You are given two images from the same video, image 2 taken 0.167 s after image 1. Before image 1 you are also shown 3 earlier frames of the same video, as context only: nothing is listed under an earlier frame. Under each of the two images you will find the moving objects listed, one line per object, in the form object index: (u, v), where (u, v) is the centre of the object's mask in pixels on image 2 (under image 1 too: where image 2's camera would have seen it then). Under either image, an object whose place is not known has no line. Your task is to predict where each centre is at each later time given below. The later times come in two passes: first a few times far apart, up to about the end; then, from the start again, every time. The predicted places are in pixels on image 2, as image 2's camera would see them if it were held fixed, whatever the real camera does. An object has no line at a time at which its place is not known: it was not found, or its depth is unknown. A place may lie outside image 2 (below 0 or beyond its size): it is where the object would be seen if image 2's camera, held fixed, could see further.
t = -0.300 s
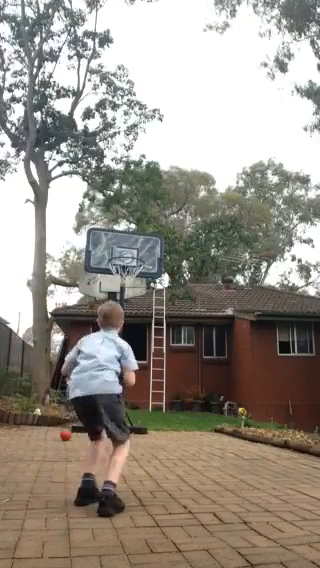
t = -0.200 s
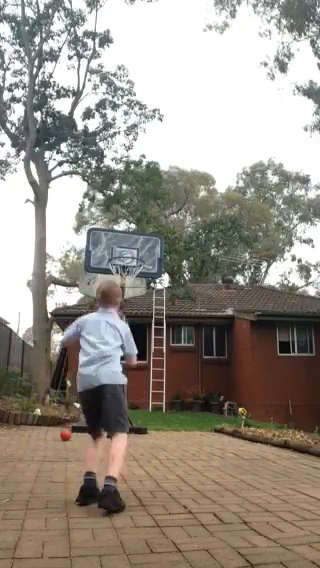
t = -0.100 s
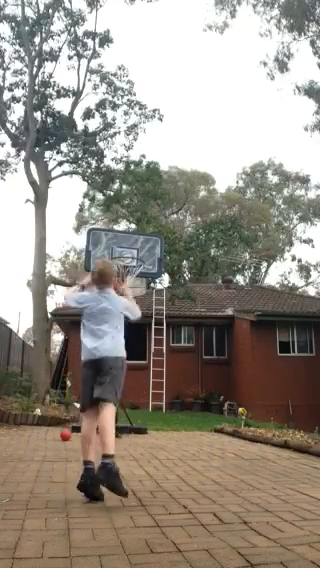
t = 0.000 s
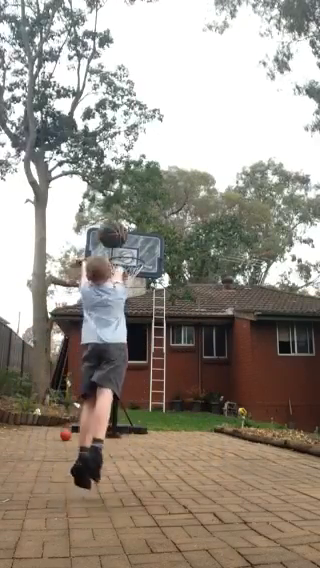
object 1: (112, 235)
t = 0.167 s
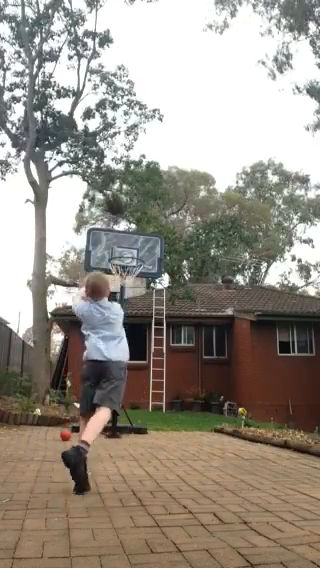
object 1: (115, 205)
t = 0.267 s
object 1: (117, 201)
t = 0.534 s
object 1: (121, 231)
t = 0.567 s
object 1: (120, 235)
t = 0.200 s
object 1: (114, 203)
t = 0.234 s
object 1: (114, 203)
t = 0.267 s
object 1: (117, 201)
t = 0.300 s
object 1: (117, 203)
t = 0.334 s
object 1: (118, 206)
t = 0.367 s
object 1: (119, 210)
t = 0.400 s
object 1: (120, 212)
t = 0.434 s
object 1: (120, 215)
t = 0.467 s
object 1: (121, 219)
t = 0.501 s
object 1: (121, 225)
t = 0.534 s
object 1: (121, 231)
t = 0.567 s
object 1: (120, 235)
